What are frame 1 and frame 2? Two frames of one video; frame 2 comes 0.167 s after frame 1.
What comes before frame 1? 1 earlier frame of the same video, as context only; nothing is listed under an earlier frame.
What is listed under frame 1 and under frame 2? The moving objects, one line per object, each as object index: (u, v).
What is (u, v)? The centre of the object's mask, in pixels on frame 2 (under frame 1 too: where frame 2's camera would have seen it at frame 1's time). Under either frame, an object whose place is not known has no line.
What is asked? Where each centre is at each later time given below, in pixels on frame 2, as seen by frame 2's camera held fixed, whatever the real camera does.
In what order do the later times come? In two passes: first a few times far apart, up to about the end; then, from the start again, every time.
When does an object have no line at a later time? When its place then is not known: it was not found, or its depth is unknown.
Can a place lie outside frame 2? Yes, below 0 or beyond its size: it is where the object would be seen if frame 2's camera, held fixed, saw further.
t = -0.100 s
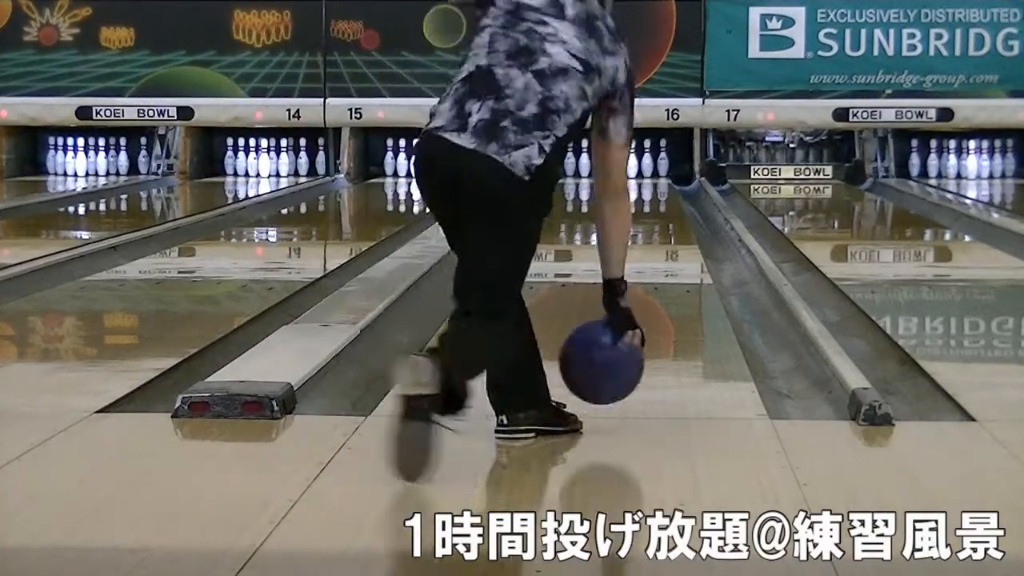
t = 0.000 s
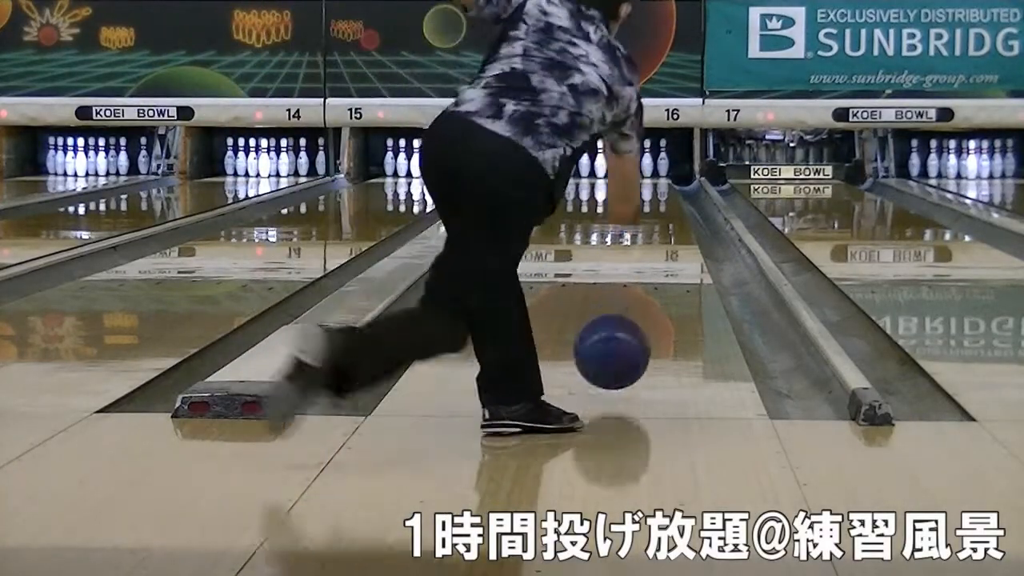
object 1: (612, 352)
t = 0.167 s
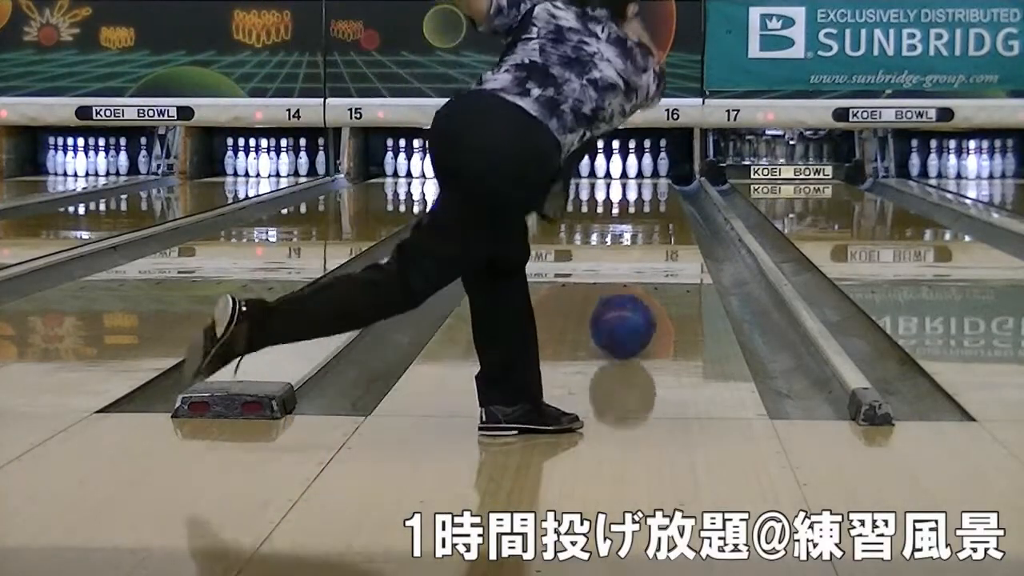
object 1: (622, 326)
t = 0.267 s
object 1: (628, 307)
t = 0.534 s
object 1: (637, 270)
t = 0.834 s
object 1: (644, 243)
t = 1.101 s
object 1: (649, 224)
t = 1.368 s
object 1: (650, 208)
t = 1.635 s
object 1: (651, 197)
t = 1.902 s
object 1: (648, 187)
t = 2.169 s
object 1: (642, 180)
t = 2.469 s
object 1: (630, 174)
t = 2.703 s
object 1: (618, 170)
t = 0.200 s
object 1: (624, 319)
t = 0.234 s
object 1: (626, 313)
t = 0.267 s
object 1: (628, 307)
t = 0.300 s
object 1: (629, 301)
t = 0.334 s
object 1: (630, 295)
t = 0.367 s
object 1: (632, 290)
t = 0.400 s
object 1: (633, 286)
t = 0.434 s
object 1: (634, 282)
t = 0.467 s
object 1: (635, 277)
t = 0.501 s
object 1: (636, 273)
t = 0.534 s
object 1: (637, 270)
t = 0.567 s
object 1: (638, 266)
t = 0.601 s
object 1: (639, 263)
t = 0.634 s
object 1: (640, 259)
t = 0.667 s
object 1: (641, 256)
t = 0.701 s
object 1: (642, 253)
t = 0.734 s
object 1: (642, 251)
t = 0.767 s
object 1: (643, 248)
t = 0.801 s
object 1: (644, 245)
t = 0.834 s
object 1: (644, 243)
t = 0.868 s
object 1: (645, 239)
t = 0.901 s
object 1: (645, 237)
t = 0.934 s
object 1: (646, 235)
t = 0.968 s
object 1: (647, 231)
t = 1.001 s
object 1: (647, 230)
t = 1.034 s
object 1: (648, 228)
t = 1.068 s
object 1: (648, 226)
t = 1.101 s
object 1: (649, 224)
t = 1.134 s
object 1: (649, 222)
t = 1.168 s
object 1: (650, 219)
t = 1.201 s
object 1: (649, 217)
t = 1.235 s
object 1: (649, 216)
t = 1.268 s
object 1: (650, 214)
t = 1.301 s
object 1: (651, 211)
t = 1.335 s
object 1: (650, 210)
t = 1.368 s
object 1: (650, 208)
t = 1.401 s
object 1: (651, 207)
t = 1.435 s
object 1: (651, 205)
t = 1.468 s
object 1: (651, 204)
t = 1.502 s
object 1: (651, 202)
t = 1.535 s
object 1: (651, 201)
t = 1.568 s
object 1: (651, 200)
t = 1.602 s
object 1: (651, 198)
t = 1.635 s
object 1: (651, 197)
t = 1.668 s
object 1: (651, 196)
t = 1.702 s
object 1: (650, 194)
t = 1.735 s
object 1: (650, 194)
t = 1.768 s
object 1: (650, 193)
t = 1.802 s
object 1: (650, 191)
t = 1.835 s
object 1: (649, 190)
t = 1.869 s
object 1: (649, 188)
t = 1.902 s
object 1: (648, 187)
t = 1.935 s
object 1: (648, 187)
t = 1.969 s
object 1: (647, 186)
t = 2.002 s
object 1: (647, 185)
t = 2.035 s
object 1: (646, 184)
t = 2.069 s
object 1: (645, 183)
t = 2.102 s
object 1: (644, 182)
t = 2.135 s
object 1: (644, 181)
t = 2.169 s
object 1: (642, 180)
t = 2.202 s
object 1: (641, 179)
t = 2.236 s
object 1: (640, 179)
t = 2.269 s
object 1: (639, 178)
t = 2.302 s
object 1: (637, 177)
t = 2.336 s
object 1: (636, 176)
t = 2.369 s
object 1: (634, 176)
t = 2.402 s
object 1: (633, 175)
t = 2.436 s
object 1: (632, 174)
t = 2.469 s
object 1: (630, 174)
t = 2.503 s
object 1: (629, 173)
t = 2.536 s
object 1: (627, 173)
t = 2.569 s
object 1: (625, 172)
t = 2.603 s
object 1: (623, 171)
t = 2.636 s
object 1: (621, 171)
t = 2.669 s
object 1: (620, 171)
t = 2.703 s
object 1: (618, 170)
